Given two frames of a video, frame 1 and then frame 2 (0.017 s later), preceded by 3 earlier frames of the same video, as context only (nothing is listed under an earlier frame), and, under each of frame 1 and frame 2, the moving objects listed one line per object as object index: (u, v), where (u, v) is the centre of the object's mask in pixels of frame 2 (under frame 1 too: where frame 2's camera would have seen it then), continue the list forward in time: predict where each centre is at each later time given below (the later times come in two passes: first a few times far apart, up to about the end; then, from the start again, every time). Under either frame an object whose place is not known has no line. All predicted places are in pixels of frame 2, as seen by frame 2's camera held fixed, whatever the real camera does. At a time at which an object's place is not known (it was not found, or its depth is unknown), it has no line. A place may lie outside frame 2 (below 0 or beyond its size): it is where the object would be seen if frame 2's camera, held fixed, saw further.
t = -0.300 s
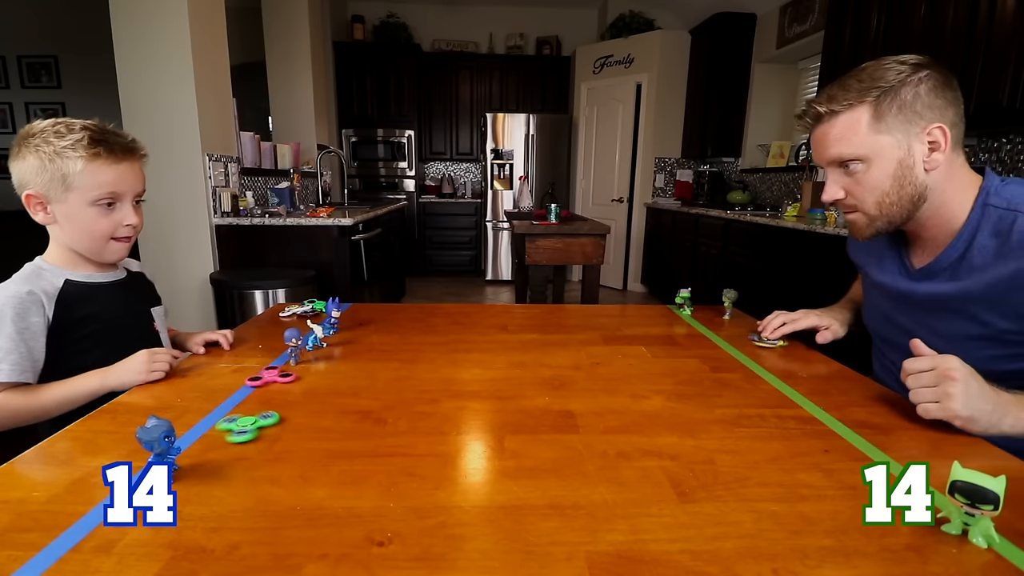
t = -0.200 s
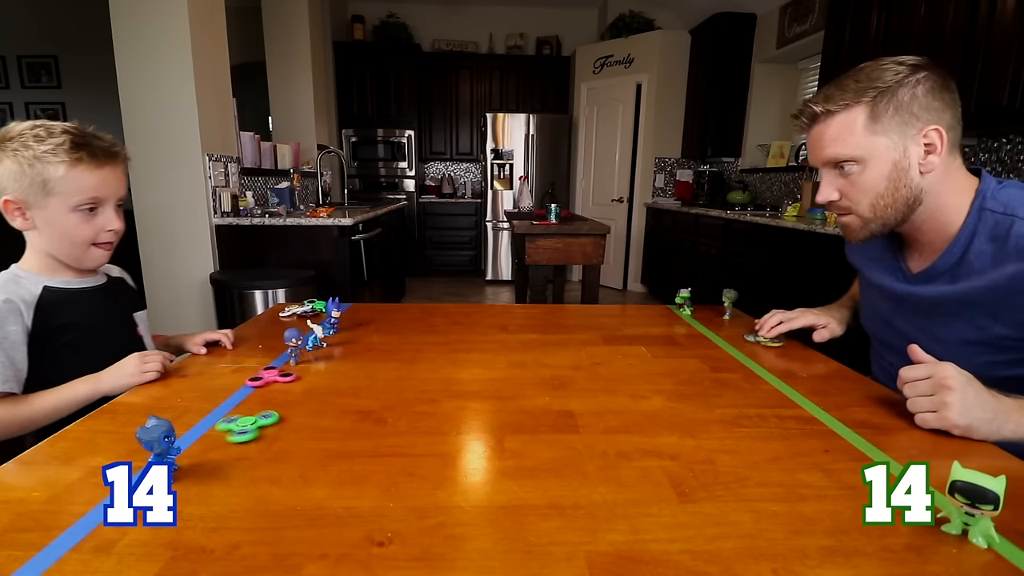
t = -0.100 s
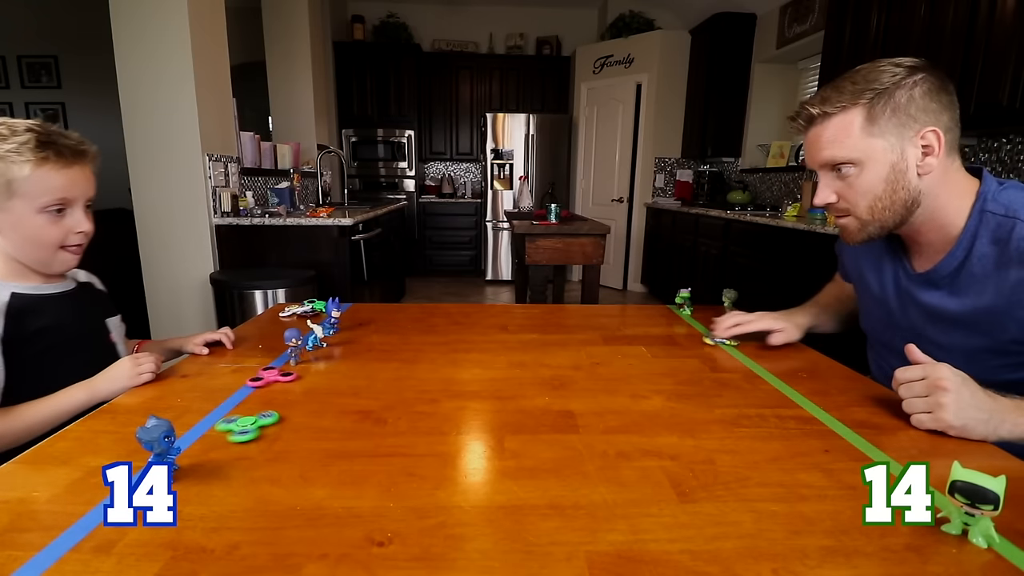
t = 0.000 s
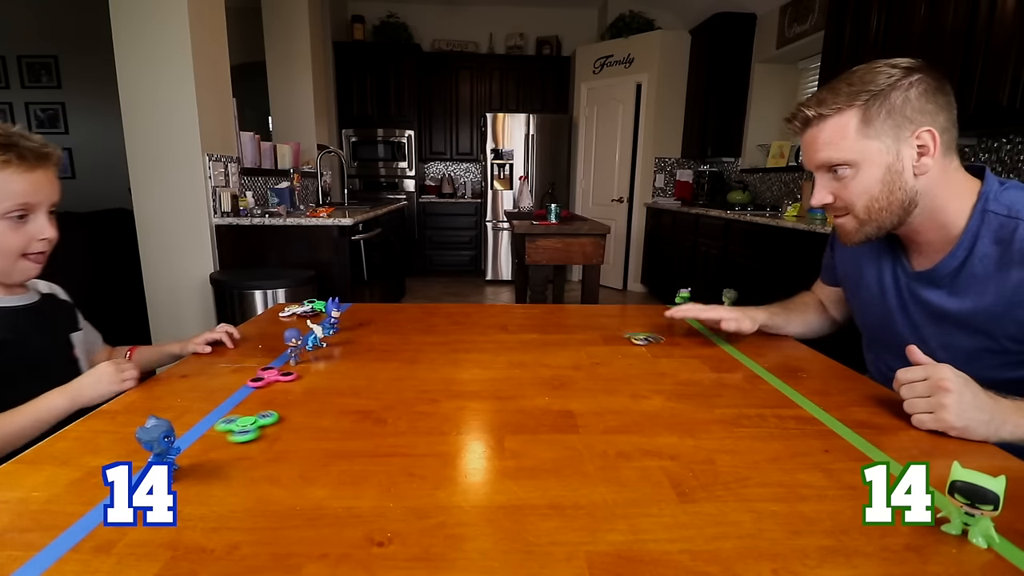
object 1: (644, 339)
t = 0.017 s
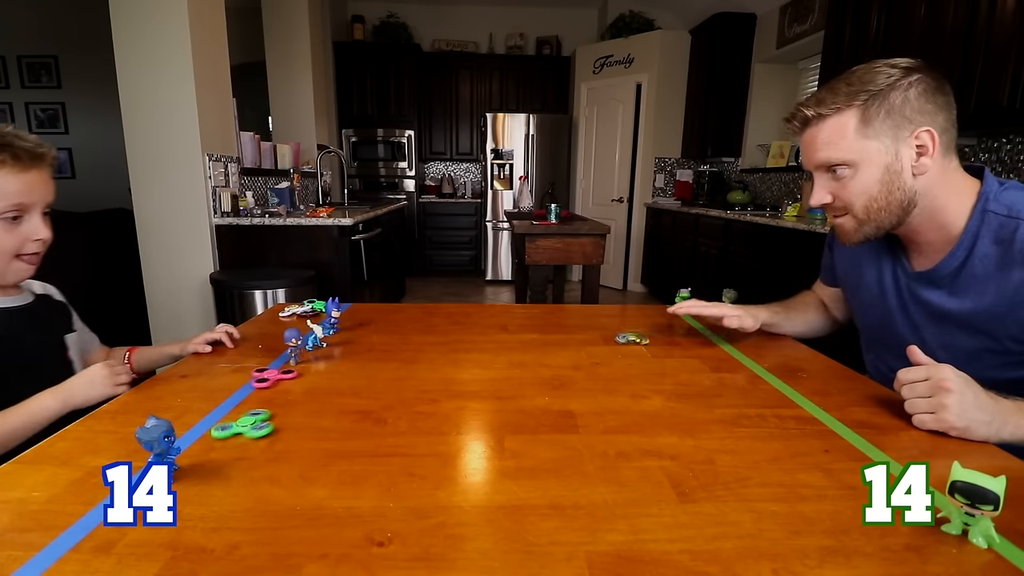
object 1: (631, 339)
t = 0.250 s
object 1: (496, 336)
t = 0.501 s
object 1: (421, 335)
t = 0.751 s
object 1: (406, 335)
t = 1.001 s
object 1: (406, 335)
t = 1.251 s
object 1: (407, 335)
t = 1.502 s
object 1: (407, 335)
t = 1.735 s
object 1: (407, 335)
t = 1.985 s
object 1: (406, 335)
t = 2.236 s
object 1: (406, 335)
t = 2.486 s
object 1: (406, 335)
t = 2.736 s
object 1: (406, 335)
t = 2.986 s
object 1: (406, 335)
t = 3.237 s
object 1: (407, 335)
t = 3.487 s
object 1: (407, 335)
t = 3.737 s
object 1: (406, 335)
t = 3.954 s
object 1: (406, 335)
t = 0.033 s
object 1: (618, 338)
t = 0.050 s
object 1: (608, 338)
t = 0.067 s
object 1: (598, 338)
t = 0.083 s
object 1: (586, 338)
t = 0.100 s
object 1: (575, 337)
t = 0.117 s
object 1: (567, 337)
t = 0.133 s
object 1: (556, 337)
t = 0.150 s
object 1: (547, 337)
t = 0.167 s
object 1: (538, 337)
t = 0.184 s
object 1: (529, 337)
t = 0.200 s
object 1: (520, 336)
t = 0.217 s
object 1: (512, 336)
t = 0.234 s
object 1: (506, 336)
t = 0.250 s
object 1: (496, 336)
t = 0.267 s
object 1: (489, 336)
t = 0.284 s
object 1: (484, 336)
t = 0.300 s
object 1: (476, 336)
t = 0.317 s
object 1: (469, 336)
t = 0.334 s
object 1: (464, 335)
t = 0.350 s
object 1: (458, 336)
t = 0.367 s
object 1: (452, 335)
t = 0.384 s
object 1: (447, 335)
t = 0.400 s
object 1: (443, 335)
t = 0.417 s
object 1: (437, 335)
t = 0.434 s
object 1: (434, 335)
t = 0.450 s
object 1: (430, 335)
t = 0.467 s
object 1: (426, 335)
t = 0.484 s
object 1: (423, 335)
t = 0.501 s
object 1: (421, 335)
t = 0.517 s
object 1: (418, 335)
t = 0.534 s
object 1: (414, 335)
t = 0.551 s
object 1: (414, 335)
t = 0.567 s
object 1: (411, 335)
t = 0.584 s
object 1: (410, 335)
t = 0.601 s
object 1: (409, 335)
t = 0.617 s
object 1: (408, 335)
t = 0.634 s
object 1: (406, 335)
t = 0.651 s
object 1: (407, 335)
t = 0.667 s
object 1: (407, 335)
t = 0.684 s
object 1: (406, 335)
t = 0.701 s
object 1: (406, 335)
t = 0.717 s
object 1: (407, 335)
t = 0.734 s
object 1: (406, 335)
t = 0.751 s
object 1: (406, 335)
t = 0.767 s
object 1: (406, 335)
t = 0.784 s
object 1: (406, 335)
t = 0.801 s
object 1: (406, 335)
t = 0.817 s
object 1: (407, 335)
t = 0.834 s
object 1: (406, 335)
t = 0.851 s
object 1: (406, 335)
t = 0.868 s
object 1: (407, 335)
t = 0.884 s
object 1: (407, 335)
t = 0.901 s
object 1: (406, 335)
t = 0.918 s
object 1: (407, 335)
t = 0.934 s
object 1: (407, 335)
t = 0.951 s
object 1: (406, 335)
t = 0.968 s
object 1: (407, 335)
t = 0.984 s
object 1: (406, 335)
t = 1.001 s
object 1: (406, 335)
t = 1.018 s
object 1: (407, 335)
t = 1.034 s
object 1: (407, 335)
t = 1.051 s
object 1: (406, 335)
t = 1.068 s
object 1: (407, 335)
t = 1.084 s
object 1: (406, 335)
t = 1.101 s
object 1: (406, 335)
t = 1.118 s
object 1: (407, 335)
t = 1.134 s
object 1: (406, 335)
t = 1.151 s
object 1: (406, 335)
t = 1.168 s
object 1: (407, 335)
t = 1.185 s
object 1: (407, 335)
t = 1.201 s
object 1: (406, 335)
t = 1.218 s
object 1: (406, 335)
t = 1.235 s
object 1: (406, 335)
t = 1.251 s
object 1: (407, 335)
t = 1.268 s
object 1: (407, 335)
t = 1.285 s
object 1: (406, 335)
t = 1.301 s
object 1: (407, 335)
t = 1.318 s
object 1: (406, 335)
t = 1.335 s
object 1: (406, 335)
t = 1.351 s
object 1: (406, 335)
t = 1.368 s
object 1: (406, 335)
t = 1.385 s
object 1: (406, 335)
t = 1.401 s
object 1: (407, 335)
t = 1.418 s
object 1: (407, 335)
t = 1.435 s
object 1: (406, 335)
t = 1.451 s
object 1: (407, 335)
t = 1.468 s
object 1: (406, 335)
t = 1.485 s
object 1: (406, 335)
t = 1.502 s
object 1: (407, 335)
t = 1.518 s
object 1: (406, 335)
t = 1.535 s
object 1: (406, 335)
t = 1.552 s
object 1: (406, 335)
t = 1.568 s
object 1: (407, 335)
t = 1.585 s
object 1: (406, 335)
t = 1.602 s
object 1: (406, 335)
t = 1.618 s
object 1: (406, 335)
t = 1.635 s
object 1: (407, 335)
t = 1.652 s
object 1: (407, 335)
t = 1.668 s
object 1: (406, 335)
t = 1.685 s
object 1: (407, 335)
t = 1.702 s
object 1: (406, 336)
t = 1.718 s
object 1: (406, 335)
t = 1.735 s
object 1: (407, 335)
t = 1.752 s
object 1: (406, 335)
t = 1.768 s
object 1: (407, 335)
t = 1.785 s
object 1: (407, 335)
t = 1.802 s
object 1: (407, 335)
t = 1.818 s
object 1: (407, 335)
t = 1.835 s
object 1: (406, 335)
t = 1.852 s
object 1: (406, 335)
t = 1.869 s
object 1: (407, 335)
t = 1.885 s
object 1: (406, 335)
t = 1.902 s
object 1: (406, 335)
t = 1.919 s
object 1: (407, 335)
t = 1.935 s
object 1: (406, 335)
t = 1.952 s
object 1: (407, 335)
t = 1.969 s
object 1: (407, 335)
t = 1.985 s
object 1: (406, 335)
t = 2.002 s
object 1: (407, 335)
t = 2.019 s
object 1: (406, 335)
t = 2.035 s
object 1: (407, 335)
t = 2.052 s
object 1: (407, 335)
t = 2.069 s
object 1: (405, 335)
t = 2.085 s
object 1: (407, 335)
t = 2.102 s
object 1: (406, 335)
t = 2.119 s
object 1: (407, 335)
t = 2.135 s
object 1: (407, 335)
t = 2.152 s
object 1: (406, 335)
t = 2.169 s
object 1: (407, 335)
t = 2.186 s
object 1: (406, 335)
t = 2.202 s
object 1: (406, 335)
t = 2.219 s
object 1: (407, 335)
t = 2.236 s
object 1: (406, 335)
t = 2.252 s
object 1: (407, 335)
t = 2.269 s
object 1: (407, 335)
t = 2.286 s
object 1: (406, 335)
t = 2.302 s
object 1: (407, 335)
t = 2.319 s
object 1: (406, 335)
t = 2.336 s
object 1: (407, 335)
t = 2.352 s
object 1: (407, 335)
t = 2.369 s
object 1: (406, 335)
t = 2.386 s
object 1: (407, 335)
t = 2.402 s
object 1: (406, 335)
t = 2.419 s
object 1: (406, 335)
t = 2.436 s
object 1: (407, 335)
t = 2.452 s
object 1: (406, 335)
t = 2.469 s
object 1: (407, 335)
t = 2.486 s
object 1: (406, 335)
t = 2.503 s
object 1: (407, 335)
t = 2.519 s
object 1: (407, 335)
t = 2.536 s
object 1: (406, 335)
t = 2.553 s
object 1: (407, 335)
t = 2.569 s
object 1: (406, 335)
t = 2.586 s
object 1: (407, 335)
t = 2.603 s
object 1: (407, 335)
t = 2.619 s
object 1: (407, 335)
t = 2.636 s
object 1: (407, 335)
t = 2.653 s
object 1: (406, 335)
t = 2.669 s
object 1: (407, 335)
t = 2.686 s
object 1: (406, 335)
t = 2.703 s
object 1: (406, 335)
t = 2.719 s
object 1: (407, 335)
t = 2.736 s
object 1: (406, 335)
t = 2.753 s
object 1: (407, 335)
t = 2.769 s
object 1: (406, 335)
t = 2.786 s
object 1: (407, 335)
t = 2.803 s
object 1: (407, 335)
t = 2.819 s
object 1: (406, 335)
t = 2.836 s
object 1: (407, 335)
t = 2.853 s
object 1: (406, 335)
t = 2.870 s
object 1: (407, 335)
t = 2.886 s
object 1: (407, 335)
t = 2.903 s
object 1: (406, 335)
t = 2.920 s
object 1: (407, 335)
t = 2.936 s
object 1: (406, 335)
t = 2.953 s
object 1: (407, 335)
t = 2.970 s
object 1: (407, 335)
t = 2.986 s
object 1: (406, 335)
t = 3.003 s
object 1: (406, 335)
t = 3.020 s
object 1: (406, 335)
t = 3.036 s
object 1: (407, 335)
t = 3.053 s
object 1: (406, 335)
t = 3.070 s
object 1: (407, 335)
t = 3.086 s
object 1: (406, 335)
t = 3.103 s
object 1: (406, 335)
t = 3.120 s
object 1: (407, 336)
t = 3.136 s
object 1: (406, 335)
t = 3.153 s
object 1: (407, 335)
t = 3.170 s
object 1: (406, 335)
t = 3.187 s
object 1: (407, 335)
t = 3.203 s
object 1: (406, 335)
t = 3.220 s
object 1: (407, 335)
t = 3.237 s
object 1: (407, 335)
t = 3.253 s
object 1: (406, 335)
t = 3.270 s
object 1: (407, 335)
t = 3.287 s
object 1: (406, 335)
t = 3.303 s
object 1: (407, 335)
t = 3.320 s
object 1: (407, 335)
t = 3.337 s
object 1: (406, 335)
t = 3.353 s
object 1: (406, 335)
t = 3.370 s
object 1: (407, 335)
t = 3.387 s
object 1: (407, 335)
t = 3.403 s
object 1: (406, 335)
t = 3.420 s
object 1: (407, 335)
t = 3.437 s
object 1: (406, 335)
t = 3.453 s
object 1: (407, 335)
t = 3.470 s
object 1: (406, 335)
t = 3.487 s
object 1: (407, 335)
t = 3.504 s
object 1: (407, 335)
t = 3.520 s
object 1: (406, 335)
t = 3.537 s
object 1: (407, 335)
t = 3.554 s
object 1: (406, 335)
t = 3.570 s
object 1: (407, 335)
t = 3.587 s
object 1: (406, 335)
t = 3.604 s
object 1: (407, 335)
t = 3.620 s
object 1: (406, 335)
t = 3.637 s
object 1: (407, 335)
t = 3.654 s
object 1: (406, 336)
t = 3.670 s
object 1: (407, 335)
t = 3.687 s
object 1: (407, 336)
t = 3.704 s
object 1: (406, 335)
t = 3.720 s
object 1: (407, 335)
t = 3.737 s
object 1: (406, 335)
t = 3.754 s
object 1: (407, 336)
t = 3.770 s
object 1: (406, 335)
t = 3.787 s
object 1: (407, 335)
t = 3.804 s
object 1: (406, 335)
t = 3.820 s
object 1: (407, 335)
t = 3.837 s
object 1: (406, 335)
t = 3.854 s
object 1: (407, 335)
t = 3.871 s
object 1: (407, 336)
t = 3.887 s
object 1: (406, 335)
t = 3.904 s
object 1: (406, 335)
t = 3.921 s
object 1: (406, 335)
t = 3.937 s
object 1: (407, 335)
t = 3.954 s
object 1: (406, 335)
